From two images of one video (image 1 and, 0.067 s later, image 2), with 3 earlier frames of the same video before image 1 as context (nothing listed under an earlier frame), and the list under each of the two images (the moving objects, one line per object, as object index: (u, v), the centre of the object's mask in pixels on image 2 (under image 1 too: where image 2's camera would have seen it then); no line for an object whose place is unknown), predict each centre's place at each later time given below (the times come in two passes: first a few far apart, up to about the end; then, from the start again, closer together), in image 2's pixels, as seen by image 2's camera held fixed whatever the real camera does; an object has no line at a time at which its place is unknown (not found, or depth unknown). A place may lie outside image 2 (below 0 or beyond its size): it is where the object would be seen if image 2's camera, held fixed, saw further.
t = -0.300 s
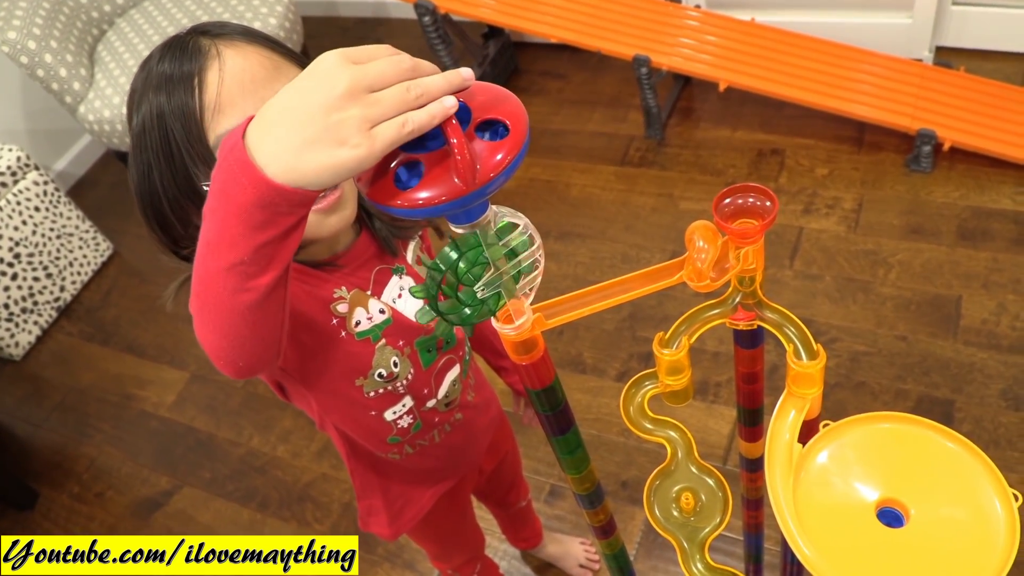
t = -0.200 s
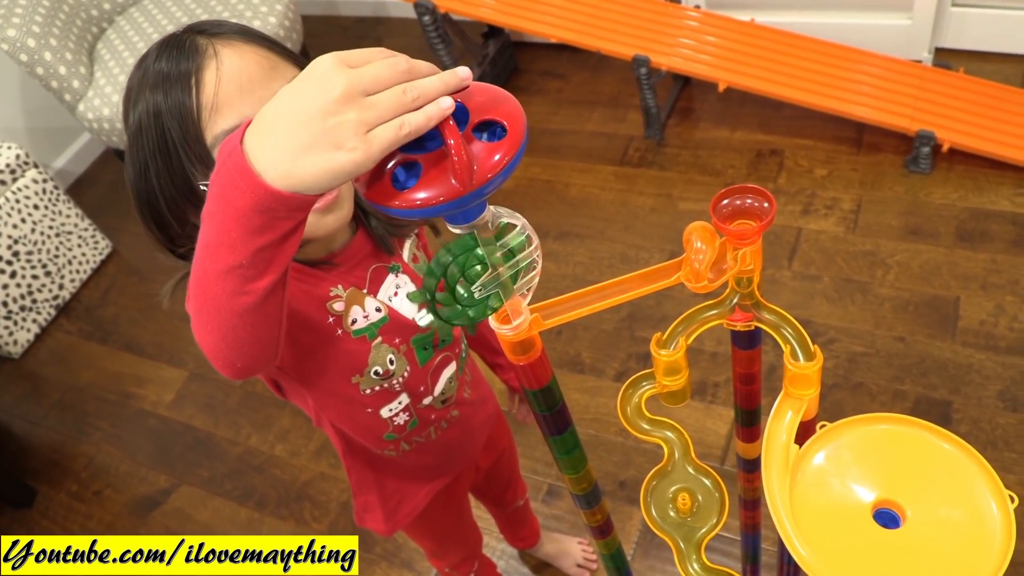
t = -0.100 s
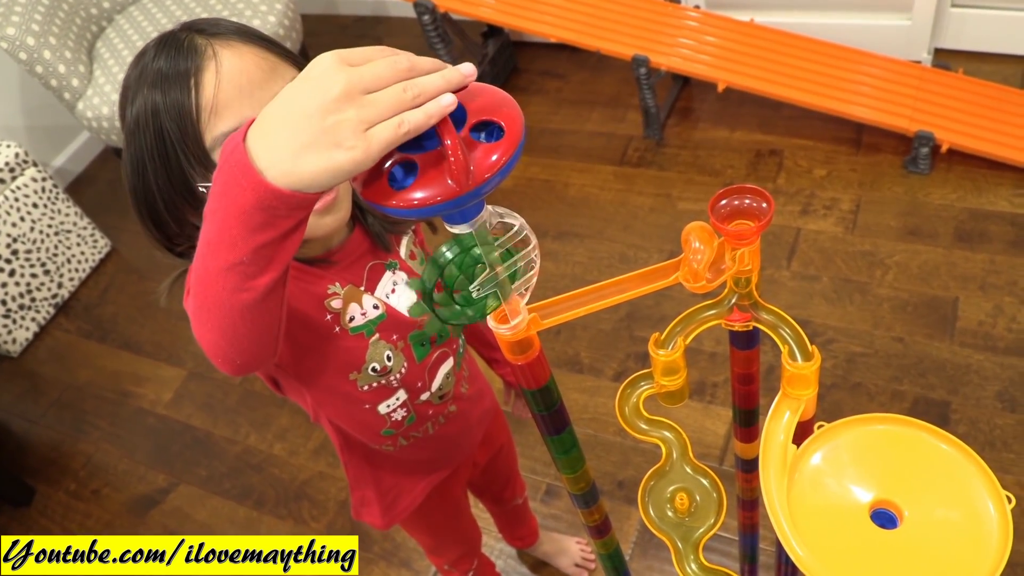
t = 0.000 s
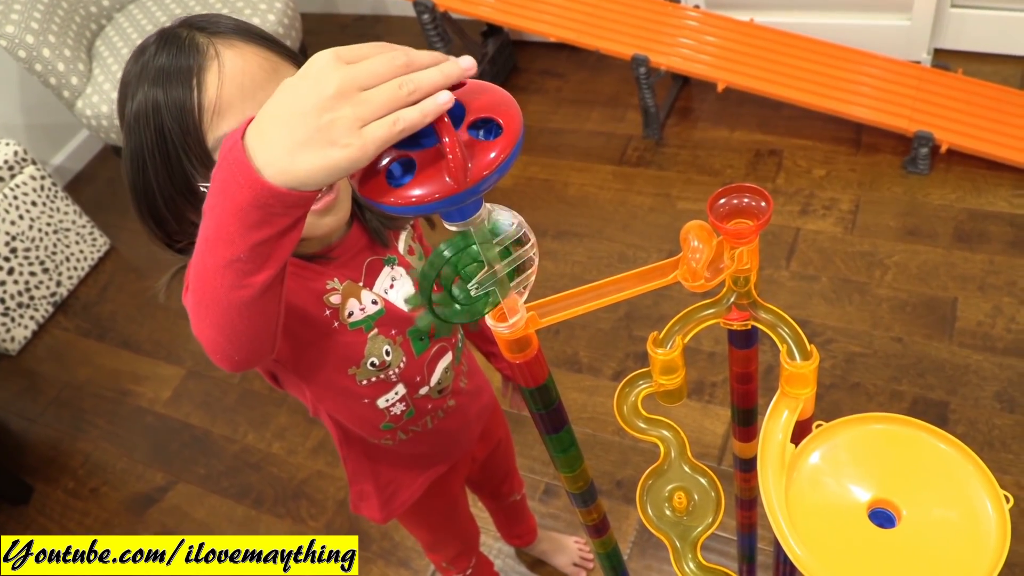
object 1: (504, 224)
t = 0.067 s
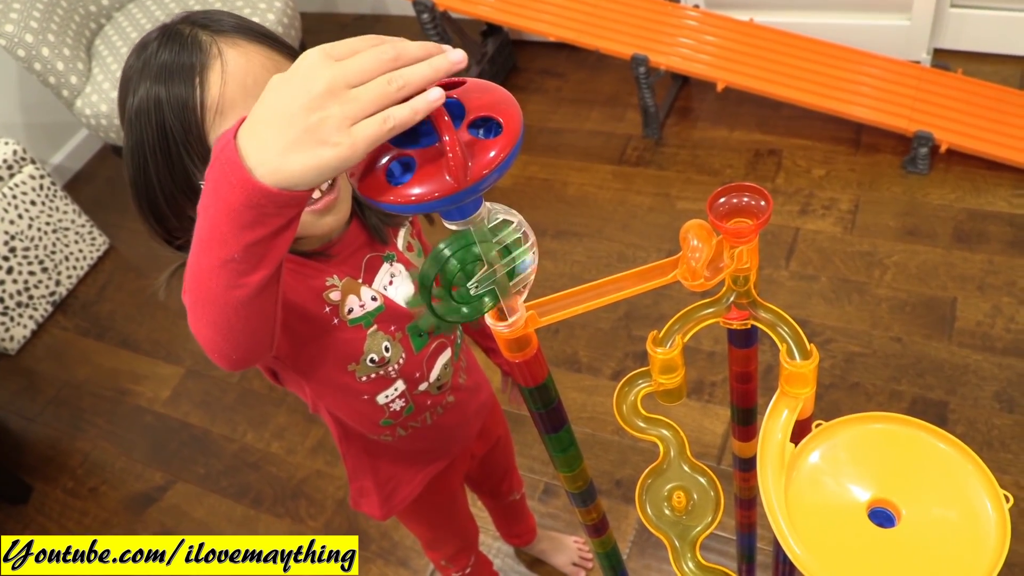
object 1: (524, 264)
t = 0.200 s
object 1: (517, 289)
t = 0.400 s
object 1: (562, 302)
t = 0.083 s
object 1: (524, 281)
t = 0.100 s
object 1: (518, 287)
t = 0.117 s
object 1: (518, 286)
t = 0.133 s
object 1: (519, 285)
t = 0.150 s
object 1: (519, 285)
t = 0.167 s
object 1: (519, 285)
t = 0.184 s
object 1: (519, 286)
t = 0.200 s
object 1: (517, 289)
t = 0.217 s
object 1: (515, 292)
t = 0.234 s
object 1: (514, 294)
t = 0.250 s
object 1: (512, 299)
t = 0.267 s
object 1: (508, 306)
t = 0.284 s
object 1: (505, 311)
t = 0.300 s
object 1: (504, 314)
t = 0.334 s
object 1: (528, 308)
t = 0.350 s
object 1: (535, 308)
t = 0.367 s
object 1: (543, 308)
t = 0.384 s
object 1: (552, 305)
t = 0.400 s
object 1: (562, 302)
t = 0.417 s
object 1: (574, 298)
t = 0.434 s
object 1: (586, 294)
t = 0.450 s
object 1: (599, 291)
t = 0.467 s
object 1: (612, 286)
